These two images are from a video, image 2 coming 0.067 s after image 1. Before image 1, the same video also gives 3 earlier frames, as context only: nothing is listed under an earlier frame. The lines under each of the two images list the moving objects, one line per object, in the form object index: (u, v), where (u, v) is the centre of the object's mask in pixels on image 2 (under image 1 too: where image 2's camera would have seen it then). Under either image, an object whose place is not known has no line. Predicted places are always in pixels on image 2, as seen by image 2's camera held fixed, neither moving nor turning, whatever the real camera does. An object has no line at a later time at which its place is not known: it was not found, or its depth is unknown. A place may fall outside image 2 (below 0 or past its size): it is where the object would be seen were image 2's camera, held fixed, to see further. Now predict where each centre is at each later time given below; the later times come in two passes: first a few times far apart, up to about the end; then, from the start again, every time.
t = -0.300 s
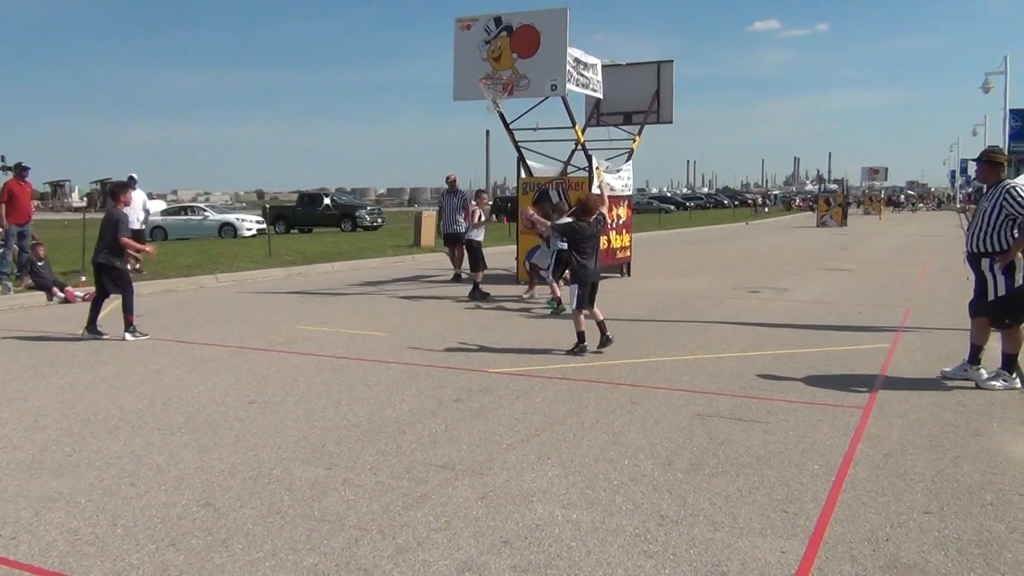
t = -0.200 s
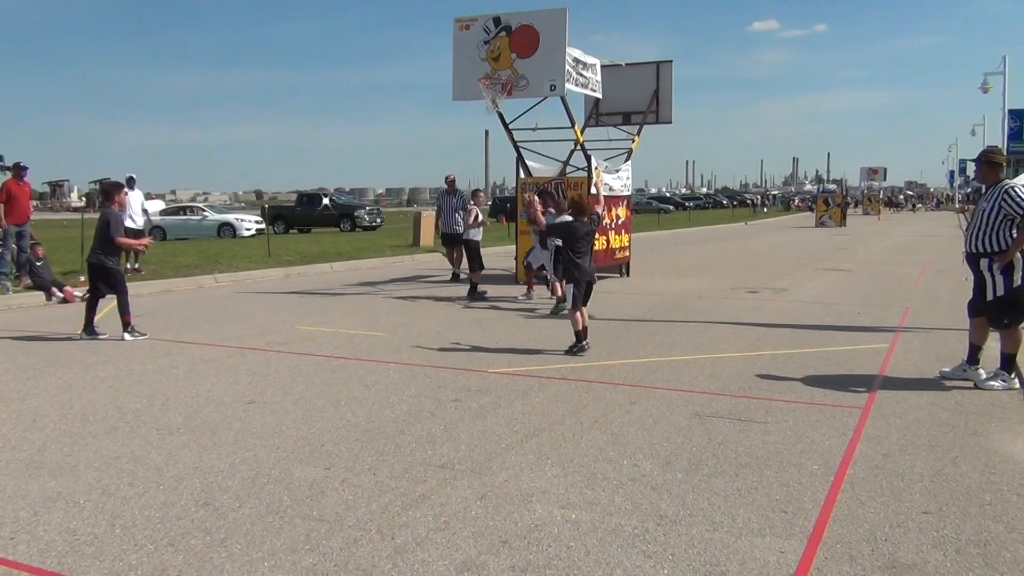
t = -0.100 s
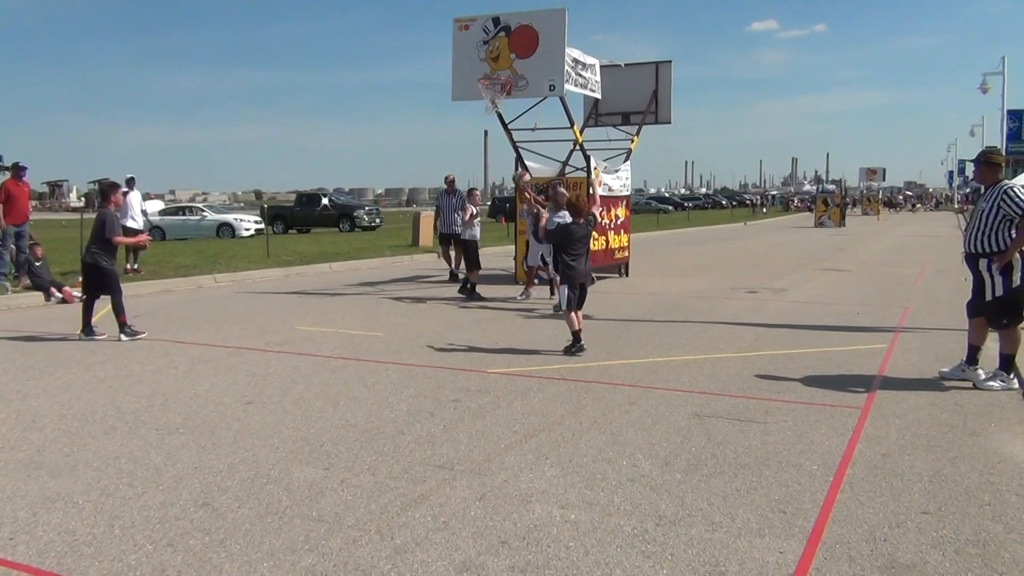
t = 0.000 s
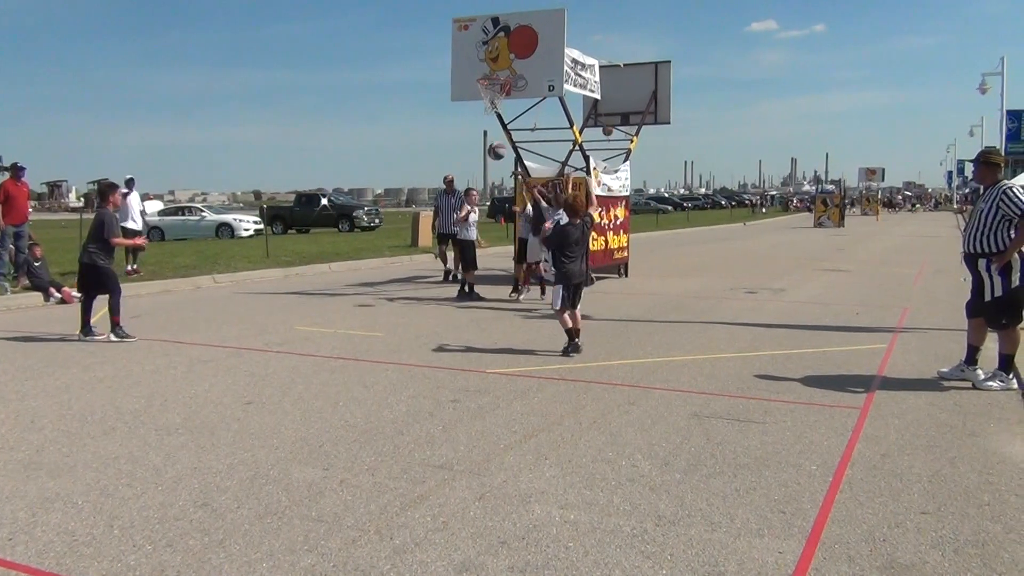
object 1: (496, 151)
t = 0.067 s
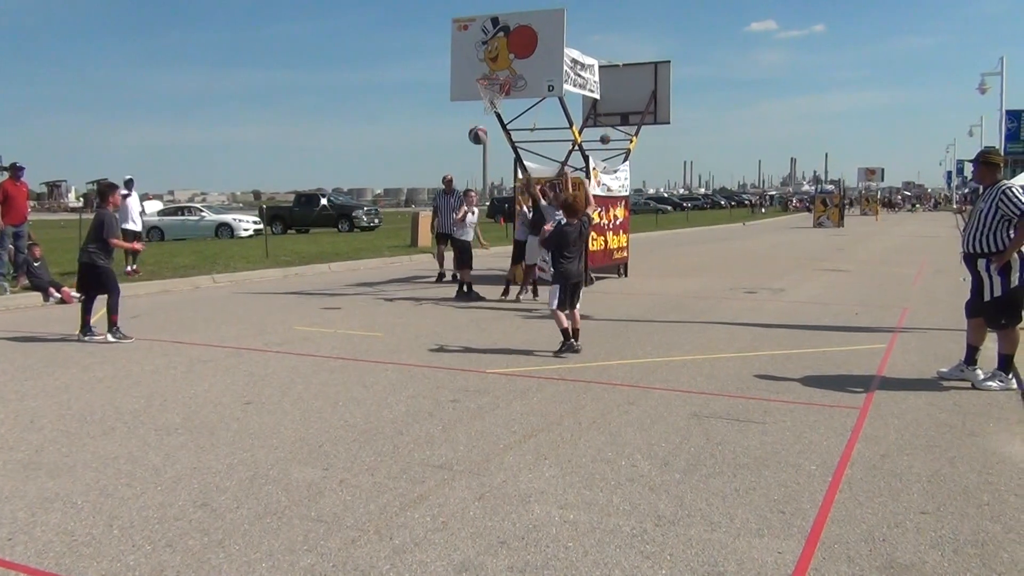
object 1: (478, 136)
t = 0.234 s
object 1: (428, 108)
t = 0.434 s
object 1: (357, 104)
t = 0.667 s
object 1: (261, 150)
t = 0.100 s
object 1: (468, 128)
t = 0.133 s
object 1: (458, 122)
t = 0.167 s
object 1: (448, 117)
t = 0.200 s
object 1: (438, 112)
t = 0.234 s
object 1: (428, 108)
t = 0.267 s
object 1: (416, 105)
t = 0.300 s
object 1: (405, 103)
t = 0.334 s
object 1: (394, 102)
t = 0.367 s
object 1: (382, 101)
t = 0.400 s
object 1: (370, 102)
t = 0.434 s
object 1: (357, 104)
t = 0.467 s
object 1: (345, 106)
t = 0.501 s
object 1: (332, 110)
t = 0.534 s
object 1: (318, 116)
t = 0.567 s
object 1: (304, 122)
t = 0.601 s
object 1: (291, 131)
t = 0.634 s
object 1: (276, 140)
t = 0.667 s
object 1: (261, 150)
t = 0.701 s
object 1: (246, 162)
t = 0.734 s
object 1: (230, 176)
